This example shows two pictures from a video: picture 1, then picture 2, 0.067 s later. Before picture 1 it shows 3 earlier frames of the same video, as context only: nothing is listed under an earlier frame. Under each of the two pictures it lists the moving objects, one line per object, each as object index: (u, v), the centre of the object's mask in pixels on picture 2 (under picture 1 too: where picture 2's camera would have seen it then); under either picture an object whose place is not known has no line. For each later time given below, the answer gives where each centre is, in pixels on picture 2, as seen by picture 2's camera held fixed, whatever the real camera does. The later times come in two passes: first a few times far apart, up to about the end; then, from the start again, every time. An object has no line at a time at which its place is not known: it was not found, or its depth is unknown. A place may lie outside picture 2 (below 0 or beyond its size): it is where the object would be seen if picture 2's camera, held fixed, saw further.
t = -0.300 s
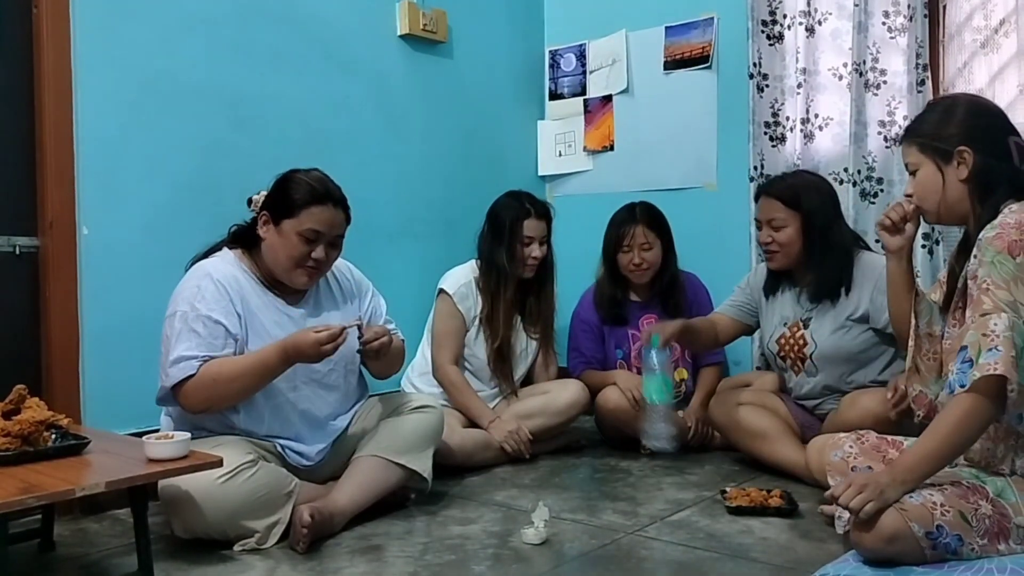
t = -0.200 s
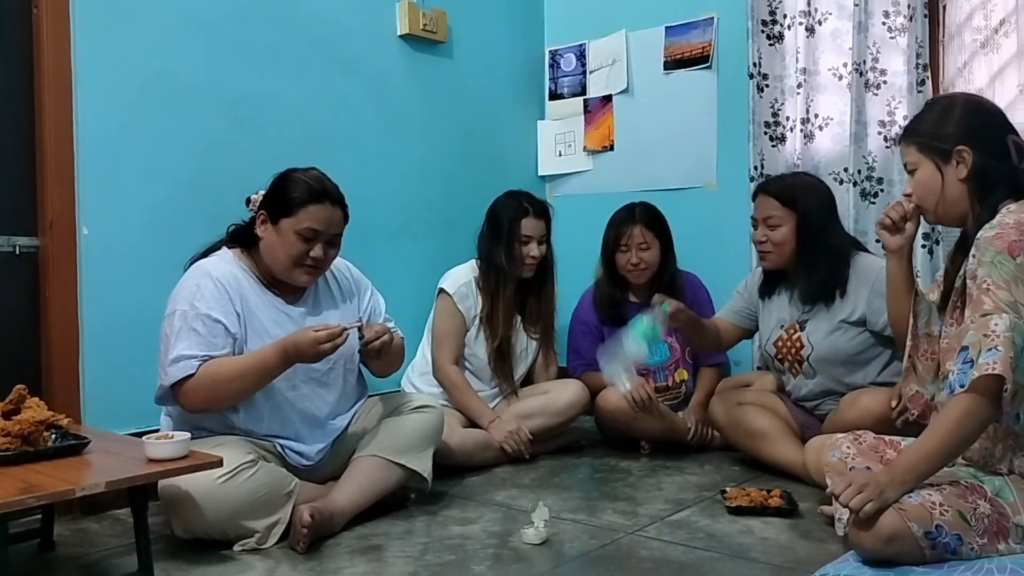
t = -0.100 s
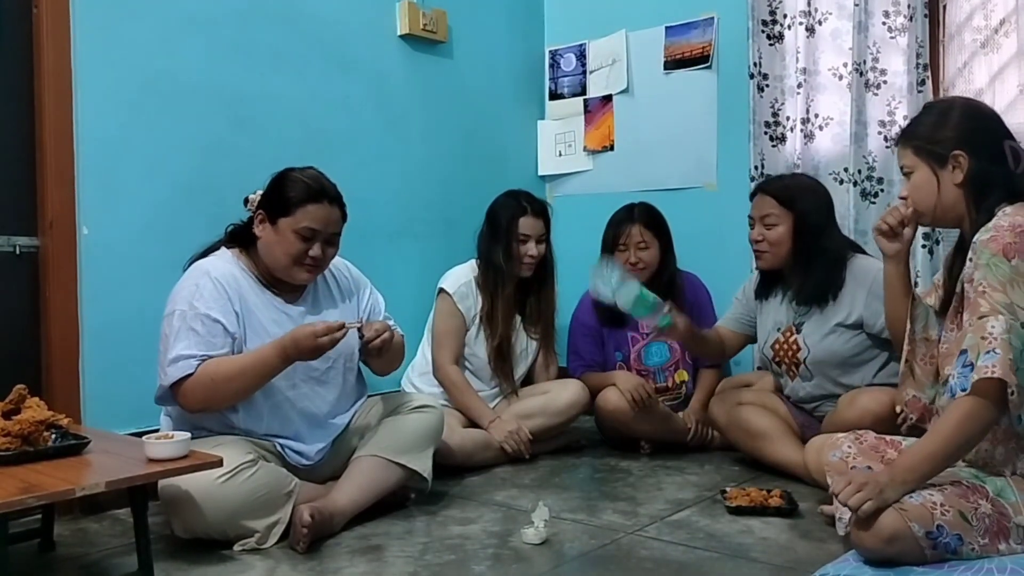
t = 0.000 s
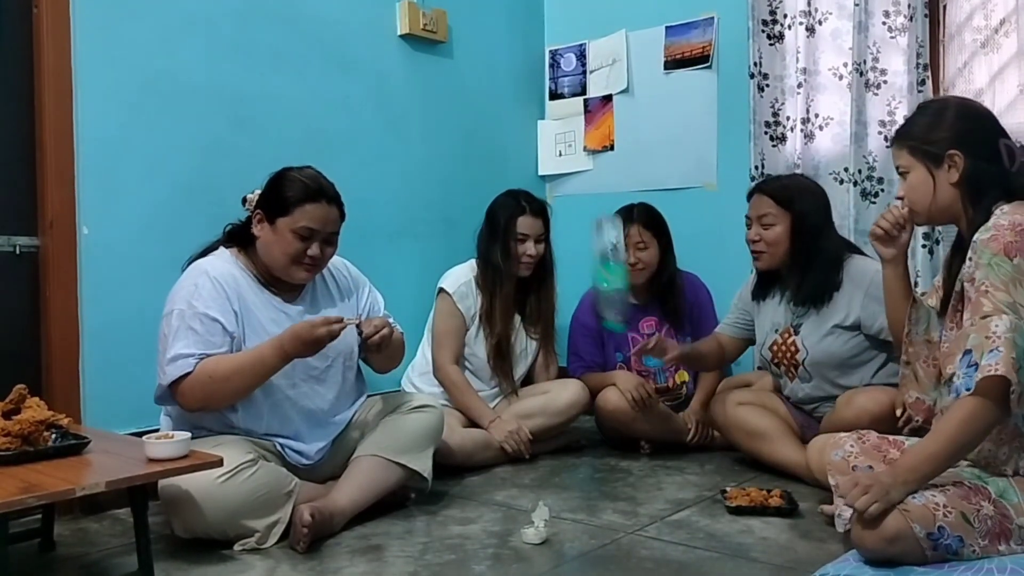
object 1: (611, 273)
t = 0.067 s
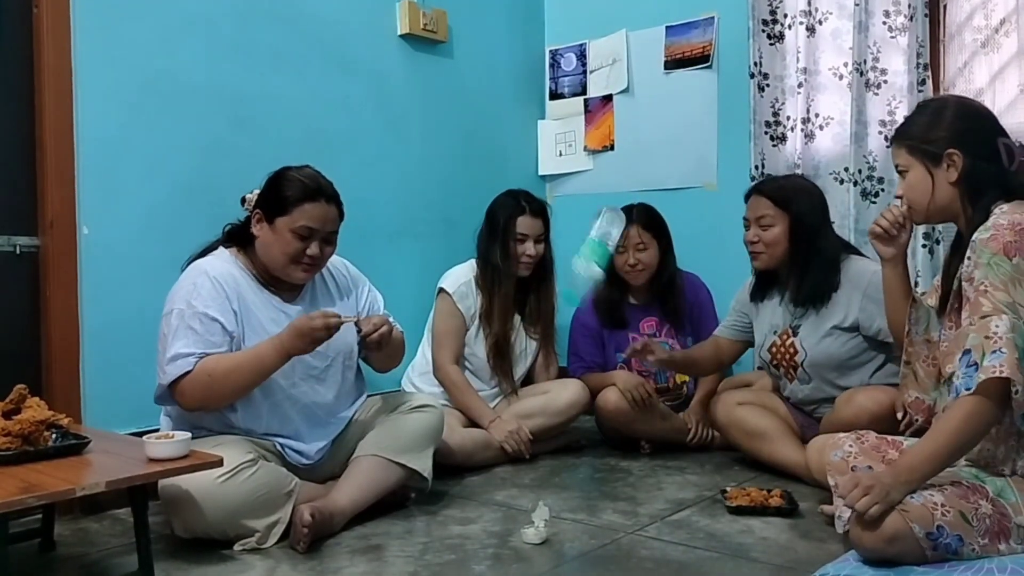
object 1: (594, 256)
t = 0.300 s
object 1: (591, 322)
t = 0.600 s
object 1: (606, 451)
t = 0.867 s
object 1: (600, 467)
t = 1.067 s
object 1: (596, 466)
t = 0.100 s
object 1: (587, 248)
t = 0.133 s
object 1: (584, 245)
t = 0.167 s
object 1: (585, 248)
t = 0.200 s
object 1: (586, 259)
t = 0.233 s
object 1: (588, 274)
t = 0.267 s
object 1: (591, 297)
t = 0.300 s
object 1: (591, 322)
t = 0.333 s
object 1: (597, 360)
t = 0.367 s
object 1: (597, 395)
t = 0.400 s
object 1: (601, 435)
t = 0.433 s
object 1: (603, 438)
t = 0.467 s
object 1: (604, 437)
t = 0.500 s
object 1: (605, 439)
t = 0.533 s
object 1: (605, 441)
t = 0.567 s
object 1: (607, 445)
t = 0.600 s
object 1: (606, 451)
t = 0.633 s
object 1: (606, 459)
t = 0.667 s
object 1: (605, 467)
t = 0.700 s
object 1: (604, 466)
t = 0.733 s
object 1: (604, 467)
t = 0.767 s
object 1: (603, 467)
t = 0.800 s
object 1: (602, 467)
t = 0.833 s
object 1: (601, 467)
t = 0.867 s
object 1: (600, 467)
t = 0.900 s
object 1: (599, 467)
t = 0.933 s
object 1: (598, 467)
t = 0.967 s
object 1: (597, 467)
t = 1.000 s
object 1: (597, 467)
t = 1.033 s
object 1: (597, 466)
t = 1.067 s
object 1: (596, 466)
